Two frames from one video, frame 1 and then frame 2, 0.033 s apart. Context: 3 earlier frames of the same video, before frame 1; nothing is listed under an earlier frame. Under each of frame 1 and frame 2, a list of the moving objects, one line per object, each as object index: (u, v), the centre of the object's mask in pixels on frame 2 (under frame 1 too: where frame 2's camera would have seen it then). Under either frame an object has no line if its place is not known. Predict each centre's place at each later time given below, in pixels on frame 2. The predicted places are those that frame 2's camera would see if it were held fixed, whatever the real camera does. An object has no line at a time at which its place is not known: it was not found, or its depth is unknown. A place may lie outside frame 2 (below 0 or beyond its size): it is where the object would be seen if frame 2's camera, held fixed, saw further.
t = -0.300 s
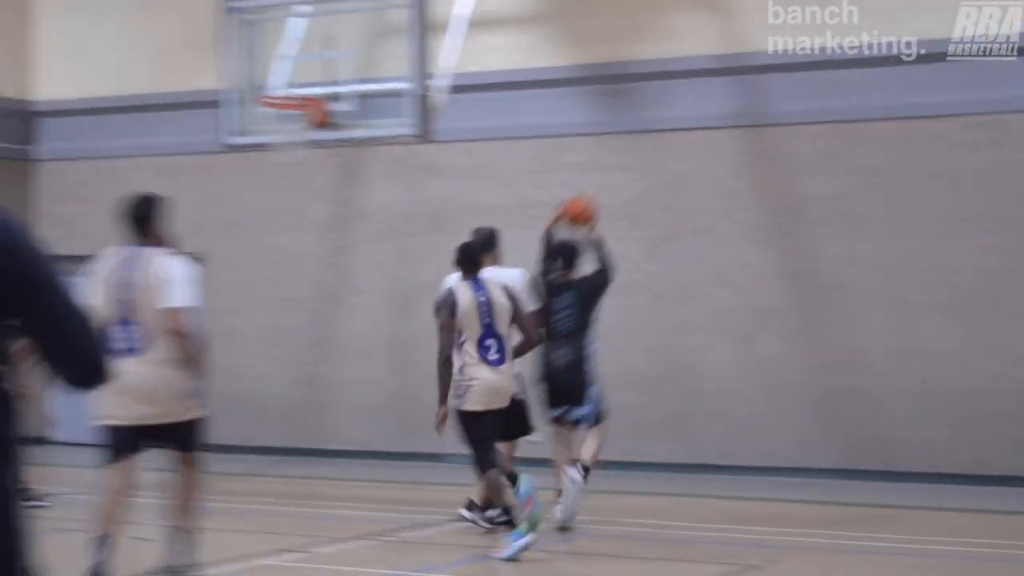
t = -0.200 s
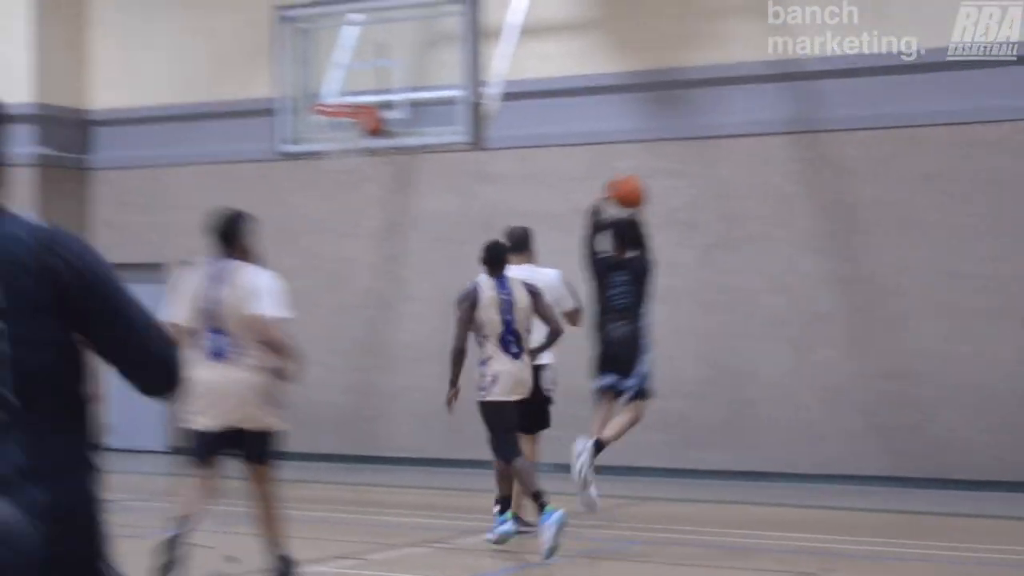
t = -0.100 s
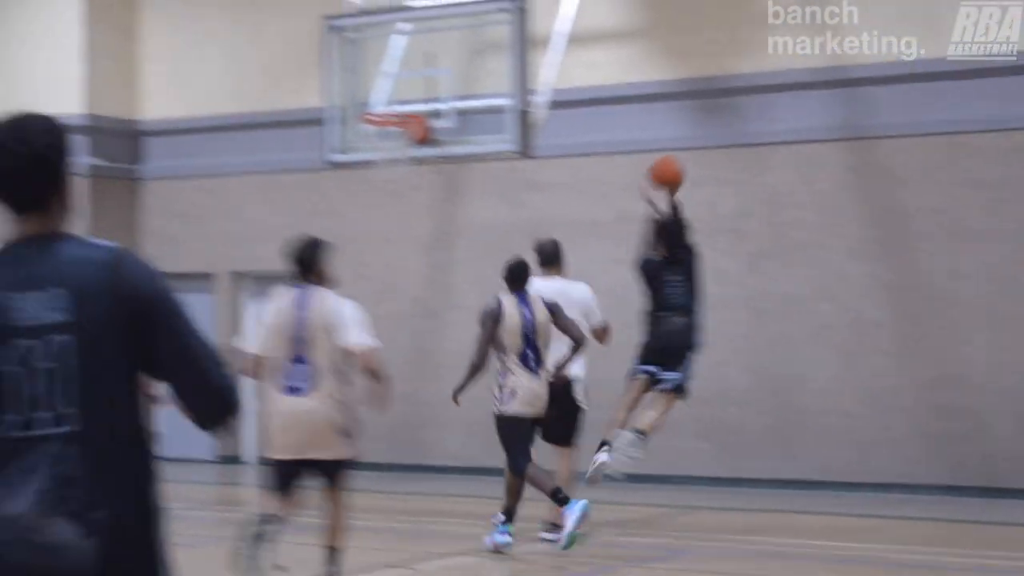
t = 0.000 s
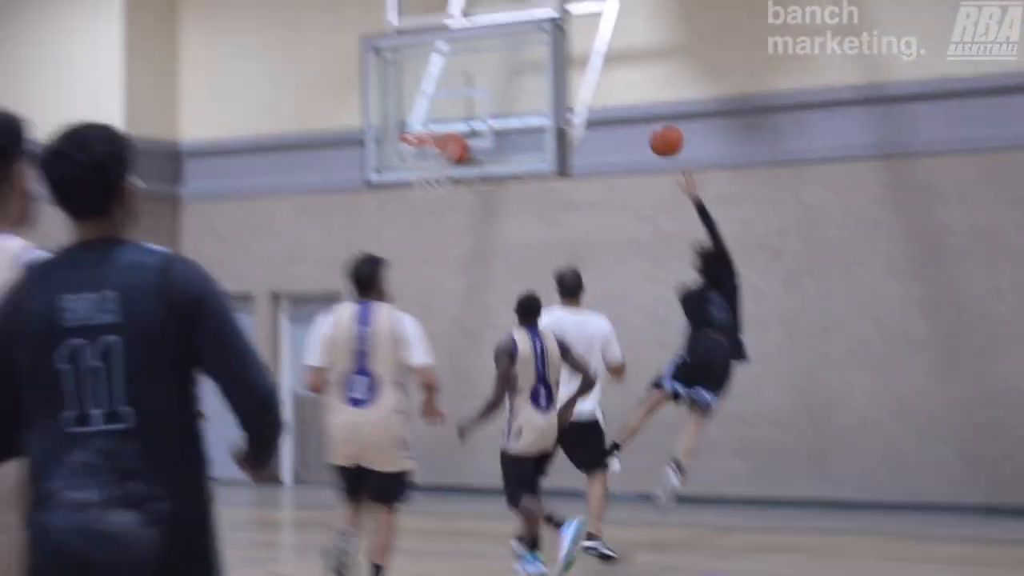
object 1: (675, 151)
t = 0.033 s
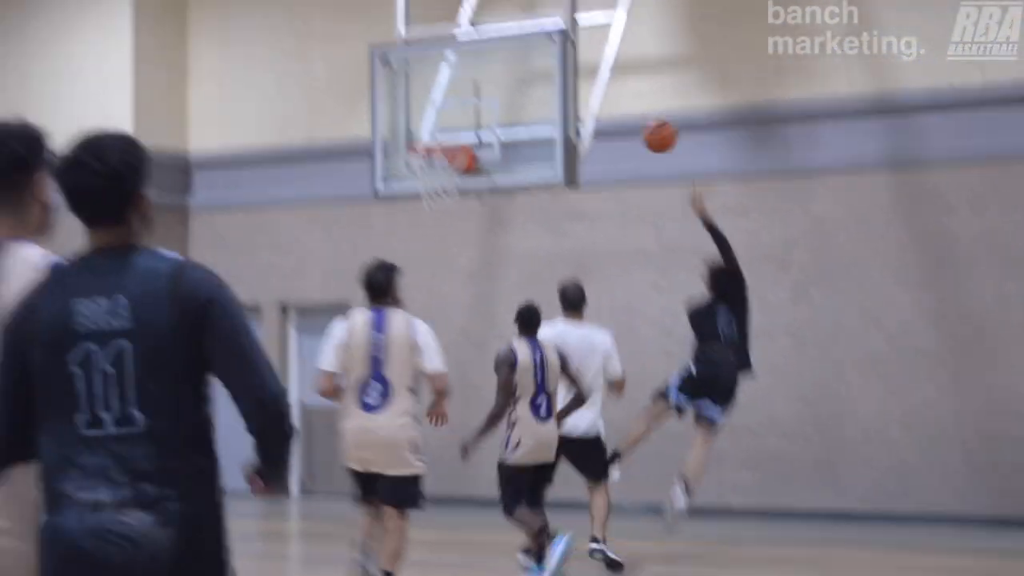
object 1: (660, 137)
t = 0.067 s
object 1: (645, 124)
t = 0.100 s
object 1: (630, 112)
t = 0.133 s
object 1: (617, 102)
